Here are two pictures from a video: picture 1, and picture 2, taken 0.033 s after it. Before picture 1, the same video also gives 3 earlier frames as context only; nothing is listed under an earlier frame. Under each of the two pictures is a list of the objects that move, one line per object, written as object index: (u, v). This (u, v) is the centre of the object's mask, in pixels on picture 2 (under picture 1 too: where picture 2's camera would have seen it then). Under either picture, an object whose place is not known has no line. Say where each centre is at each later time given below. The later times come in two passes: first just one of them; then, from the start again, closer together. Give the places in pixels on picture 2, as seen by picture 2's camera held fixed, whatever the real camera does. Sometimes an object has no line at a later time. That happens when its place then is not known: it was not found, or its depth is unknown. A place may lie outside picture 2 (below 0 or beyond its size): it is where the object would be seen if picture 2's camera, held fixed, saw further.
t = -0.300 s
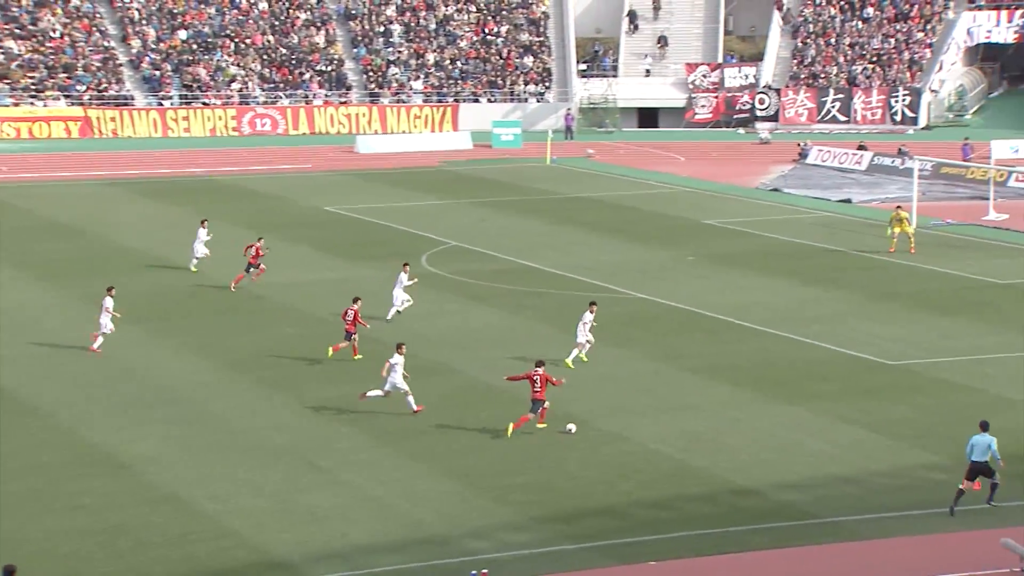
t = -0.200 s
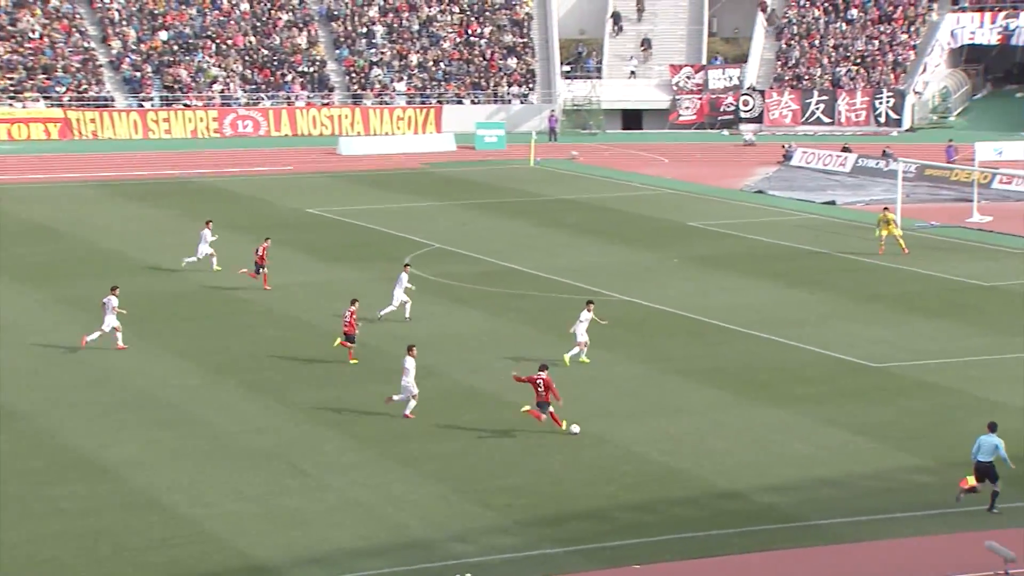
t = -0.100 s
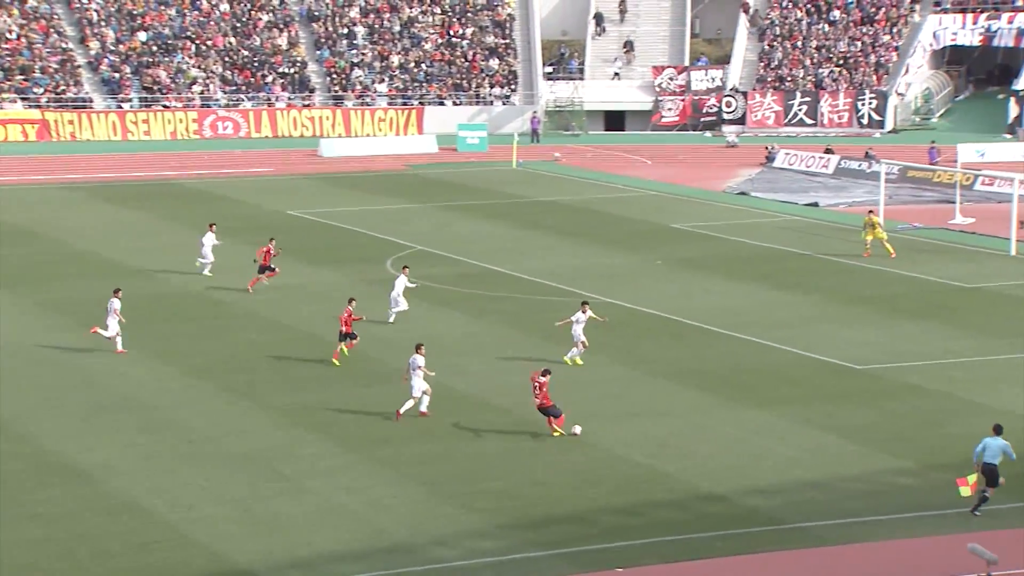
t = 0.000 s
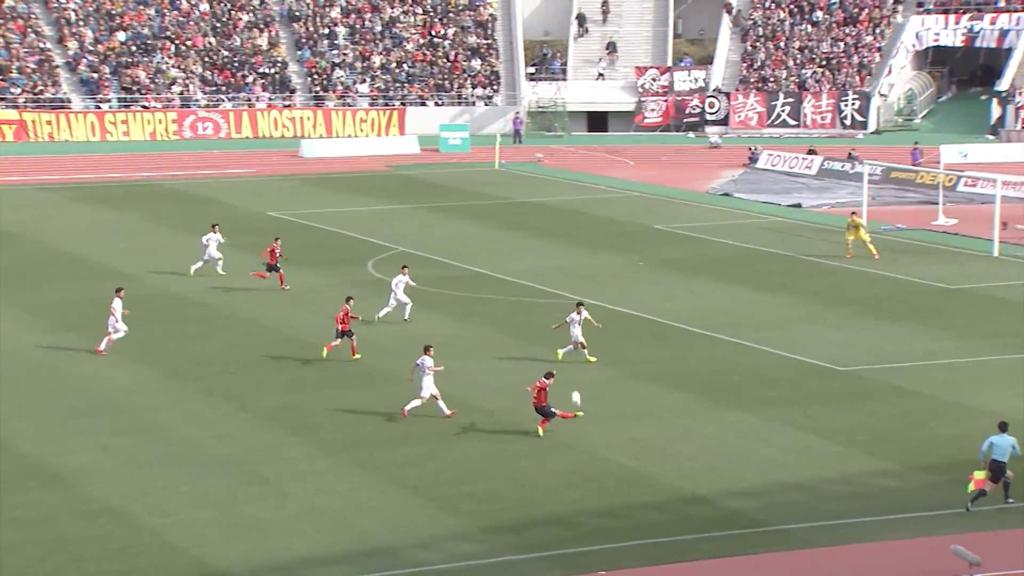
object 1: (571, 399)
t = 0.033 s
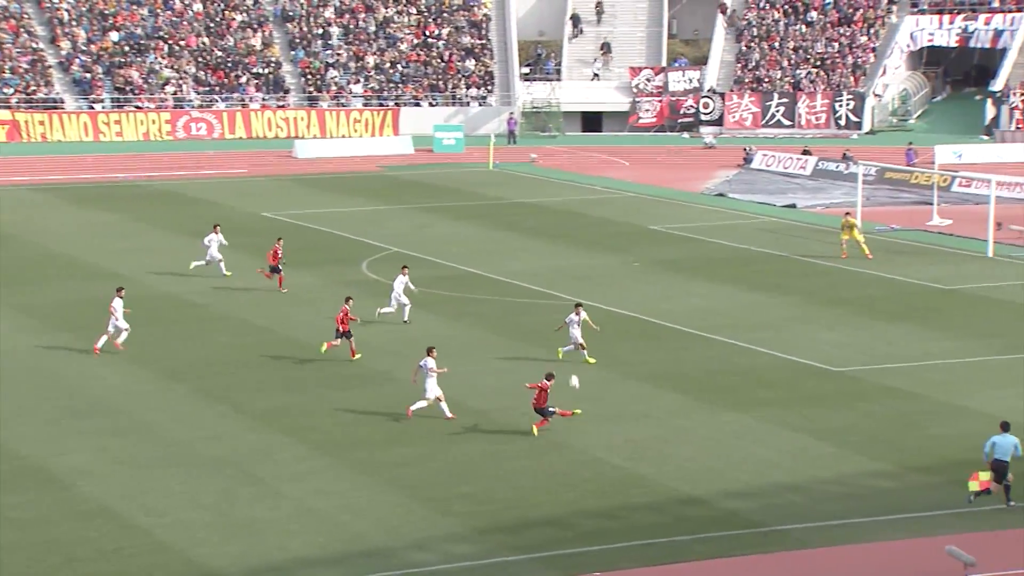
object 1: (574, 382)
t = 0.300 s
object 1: (587, 281)
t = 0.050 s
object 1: (575, 373)
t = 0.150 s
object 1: (583, 329)
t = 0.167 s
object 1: (583, 323)
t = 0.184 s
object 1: (584, 317)
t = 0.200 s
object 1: (585, 312)
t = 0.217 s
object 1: (585, 306)
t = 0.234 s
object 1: (586, 300)
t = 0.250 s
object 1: (587, 296)
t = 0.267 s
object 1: (587, 290)
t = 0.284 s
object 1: (588, 286)
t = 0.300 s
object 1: (587, 281)
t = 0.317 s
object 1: (588, 277)
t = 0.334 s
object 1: (588, 273)
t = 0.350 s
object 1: (588, 269)
